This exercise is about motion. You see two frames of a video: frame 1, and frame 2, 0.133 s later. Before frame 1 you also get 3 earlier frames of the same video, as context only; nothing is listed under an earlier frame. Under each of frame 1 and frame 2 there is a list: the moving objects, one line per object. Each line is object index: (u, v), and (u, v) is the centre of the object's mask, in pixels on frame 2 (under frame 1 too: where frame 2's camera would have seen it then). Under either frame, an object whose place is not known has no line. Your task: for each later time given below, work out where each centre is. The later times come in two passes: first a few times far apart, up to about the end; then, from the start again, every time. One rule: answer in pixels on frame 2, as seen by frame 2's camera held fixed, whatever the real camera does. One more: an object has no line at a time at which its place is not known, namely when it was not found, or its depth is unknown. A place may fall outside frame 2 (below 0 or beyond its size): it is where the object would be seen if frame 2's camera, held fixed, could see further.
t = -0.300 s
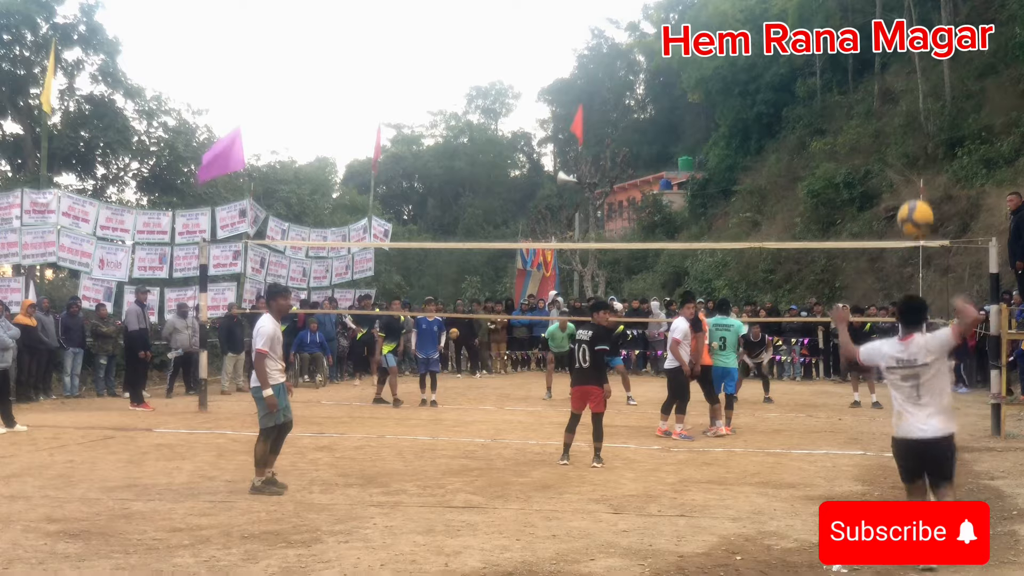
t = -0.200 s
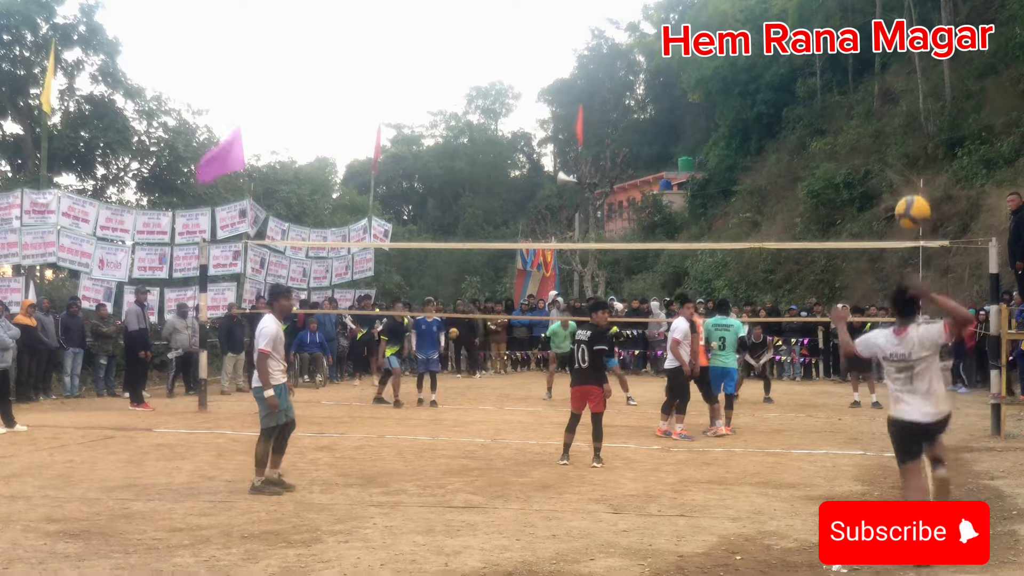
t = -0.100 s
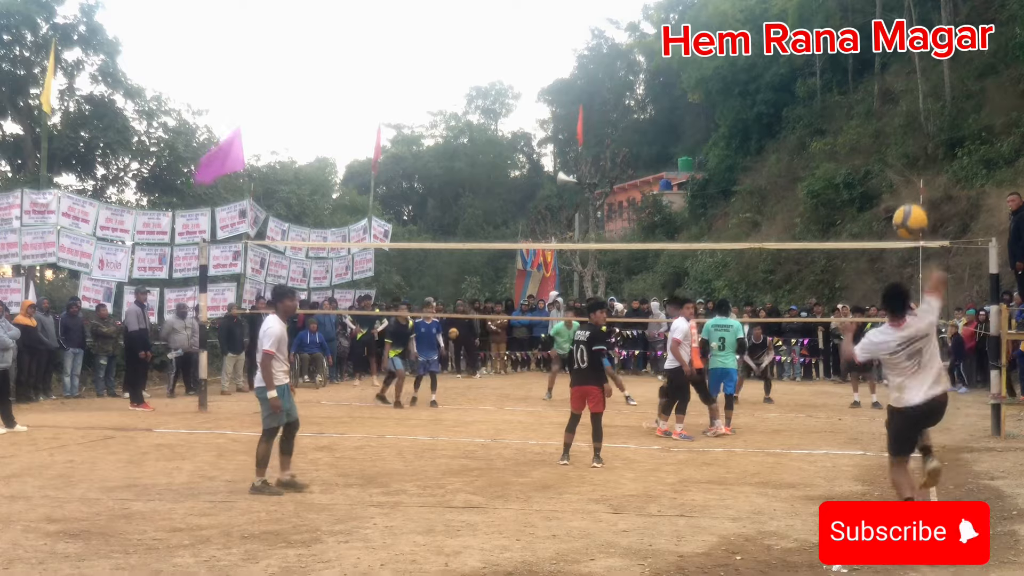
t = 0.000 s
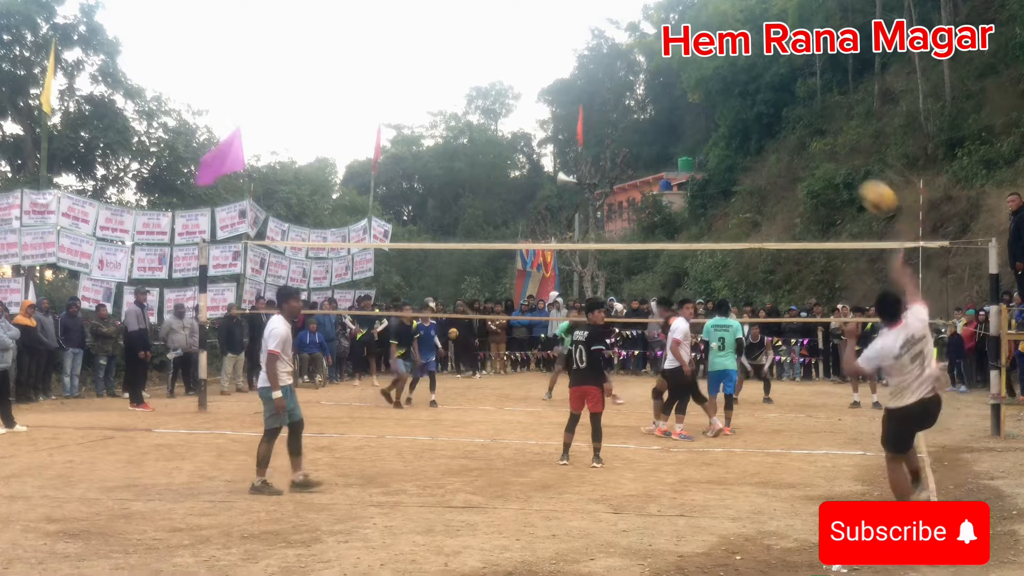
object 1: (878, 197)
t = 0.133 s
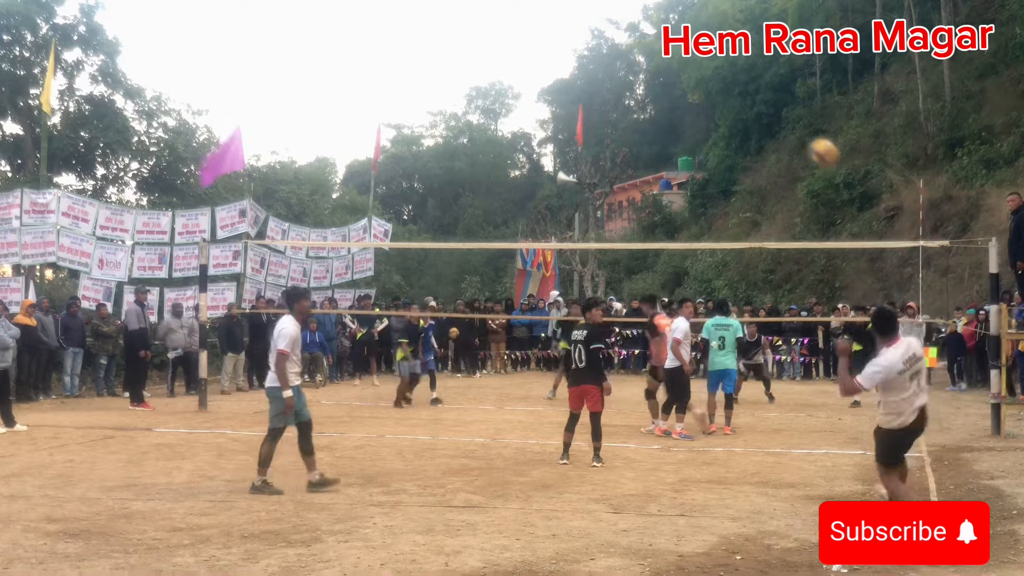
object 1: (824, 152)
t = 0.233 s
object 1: (797, 138)
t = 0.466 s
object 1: (760, 137)
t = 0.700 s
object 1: (737, 163)
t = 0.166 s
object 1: (814, 147)
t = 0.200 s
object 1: (805, 141)
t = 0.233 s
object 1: (797, 138)
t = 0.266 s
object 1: (790, 136)
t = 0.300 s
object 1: (783, 134)
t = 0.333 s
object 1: (778, 133)
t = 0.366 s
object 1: (773, 133)
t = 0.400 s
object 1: (769, 134)
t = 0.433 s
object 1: (764, 135)
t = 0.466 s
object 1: (760, 137)
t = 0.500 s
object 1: (757, 139)
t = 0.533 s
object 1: (753, 141)
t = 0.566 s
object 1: (750, 144)
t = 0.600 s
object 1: (746, 148)
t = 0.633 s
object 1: (743, 152)
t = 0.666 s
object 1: (740, 158)
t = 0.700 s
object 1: (737, 163)
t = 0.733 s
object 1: (734, 171)
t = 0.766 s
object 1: (731, 177)
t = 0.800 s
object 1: (728, 185)
